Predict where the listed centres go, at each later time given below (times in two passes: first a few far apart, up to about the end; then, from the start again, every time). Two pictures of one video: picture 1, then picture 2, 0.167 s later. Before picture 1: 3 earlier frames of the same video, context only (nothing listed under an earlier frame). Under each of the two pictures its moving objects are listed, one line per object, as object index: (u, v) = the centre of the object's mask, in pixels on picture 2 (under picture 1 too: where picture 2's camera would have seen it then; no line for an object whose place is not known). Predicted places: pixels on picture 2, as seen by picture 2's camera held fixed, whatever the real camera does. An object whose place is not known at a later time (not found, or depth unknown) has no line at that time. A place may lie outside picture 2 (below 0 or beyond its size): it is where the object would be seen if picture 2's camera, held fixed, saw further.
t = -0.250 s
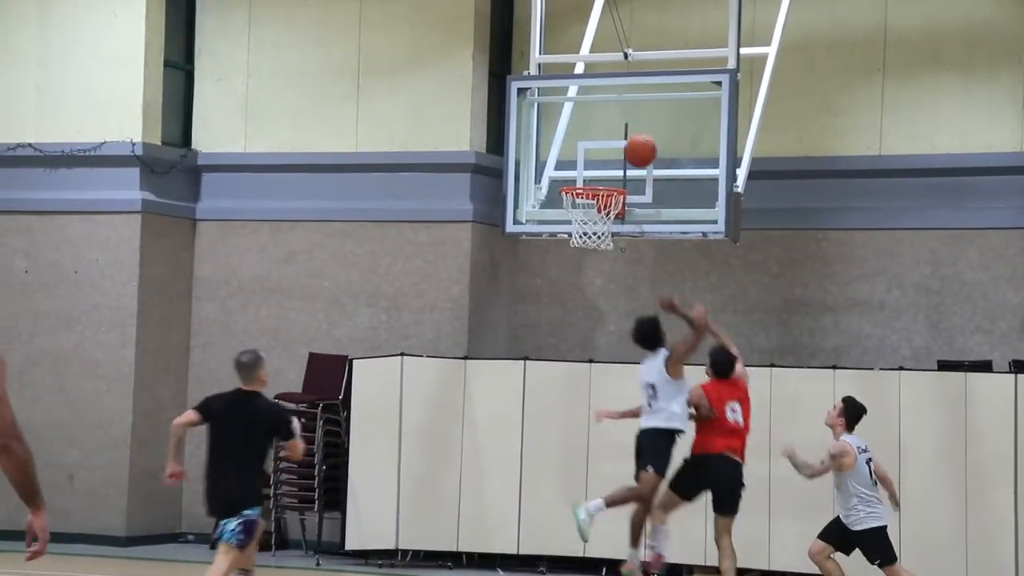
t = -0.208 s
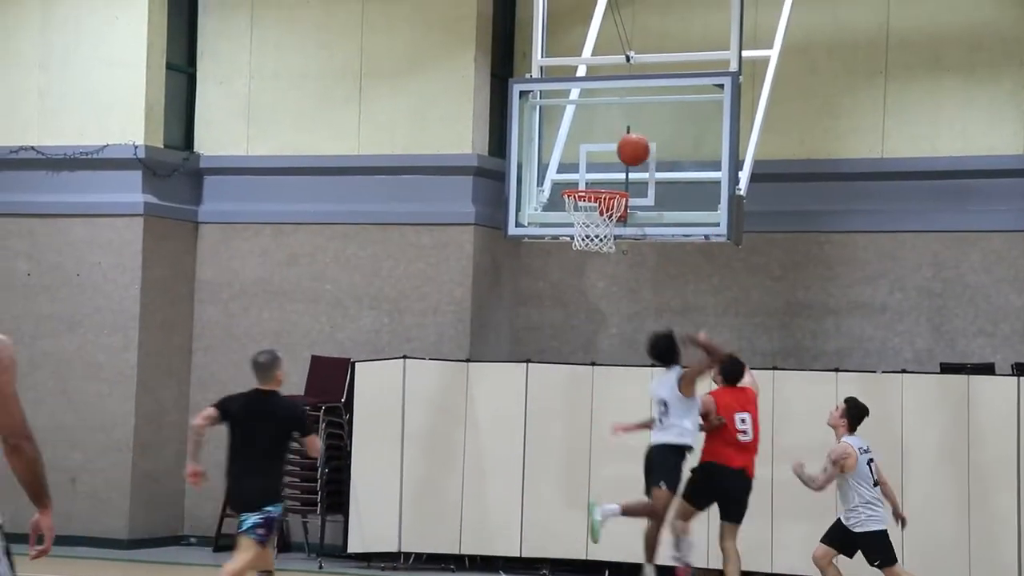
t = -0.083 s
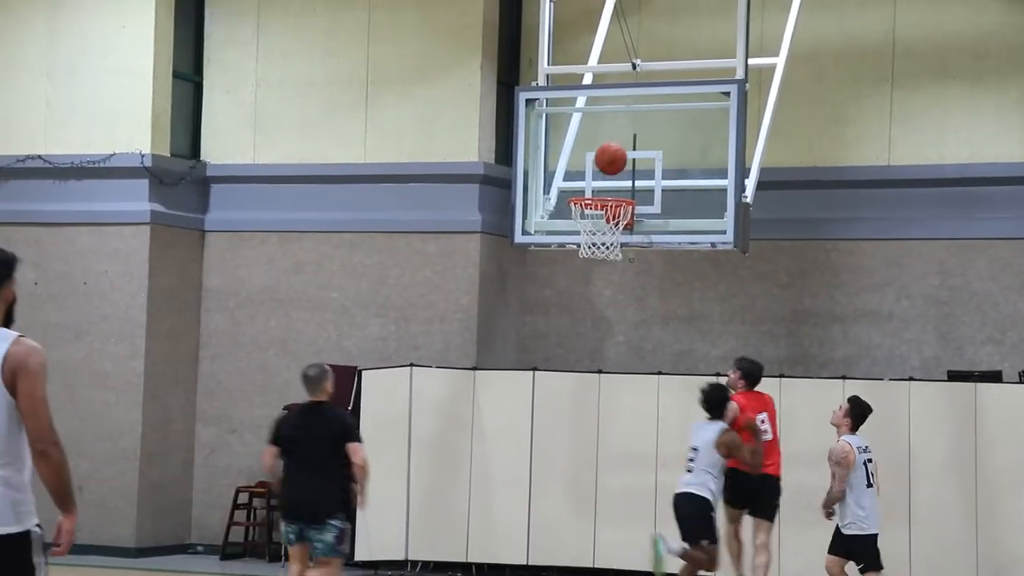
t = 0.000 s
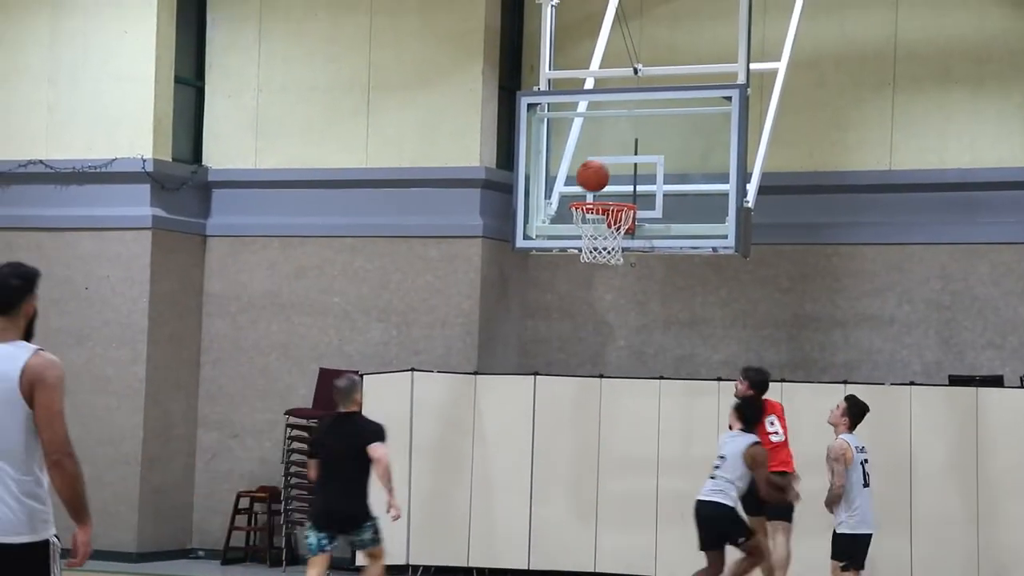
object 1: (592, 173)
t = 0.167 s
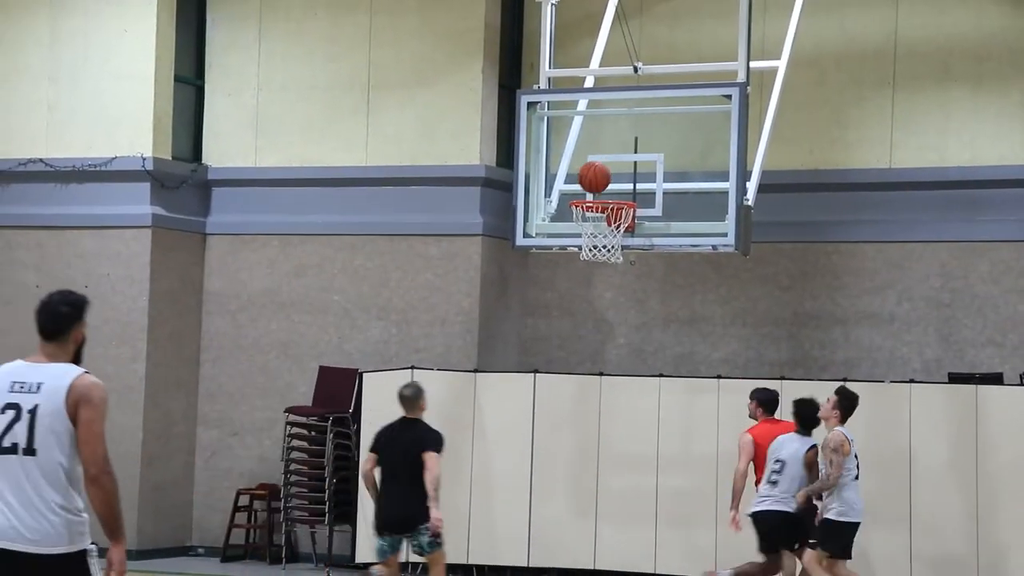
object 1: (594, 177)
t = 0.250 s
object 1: (607, 177)
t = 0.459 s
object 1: (617, 181)
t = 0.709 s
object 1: (599, 196)
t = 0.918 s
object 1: (595, 224)
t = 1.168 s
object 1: (605, 249)
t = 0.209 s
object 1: (600, 176)
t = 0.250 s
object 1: (607, 177)
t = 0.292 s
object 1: (613, 180)
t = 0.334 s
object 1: (619, 185)
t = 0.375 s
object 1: (624, 188)
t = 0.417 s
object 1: (621, 185)
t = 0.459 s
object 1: (617, 181)
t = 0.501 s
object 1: (614, 181)
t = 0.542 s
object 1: (611, 182)
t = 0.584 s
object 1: (608, 185)
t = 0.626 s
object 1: (605, 189)
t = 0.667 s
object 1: (602, 192)
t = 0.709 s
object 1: (599, 196)
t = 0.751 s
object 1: (598, 205)
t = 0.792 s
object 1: (598, 196)
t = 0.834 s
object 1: (594, 217)
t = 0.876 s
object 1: (594, 221)
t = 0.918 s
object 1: (595, 224)
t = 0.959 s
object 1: (596, 225)
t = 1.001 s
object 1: (600, 220)
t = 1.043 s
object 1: (601, 231)
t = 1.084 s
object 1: (603, 235)
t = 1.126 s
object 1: (604, 242)
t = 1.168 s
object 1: (605, 249)
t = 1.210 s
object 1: (606, 264)
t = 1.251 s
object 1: (607, 271)
